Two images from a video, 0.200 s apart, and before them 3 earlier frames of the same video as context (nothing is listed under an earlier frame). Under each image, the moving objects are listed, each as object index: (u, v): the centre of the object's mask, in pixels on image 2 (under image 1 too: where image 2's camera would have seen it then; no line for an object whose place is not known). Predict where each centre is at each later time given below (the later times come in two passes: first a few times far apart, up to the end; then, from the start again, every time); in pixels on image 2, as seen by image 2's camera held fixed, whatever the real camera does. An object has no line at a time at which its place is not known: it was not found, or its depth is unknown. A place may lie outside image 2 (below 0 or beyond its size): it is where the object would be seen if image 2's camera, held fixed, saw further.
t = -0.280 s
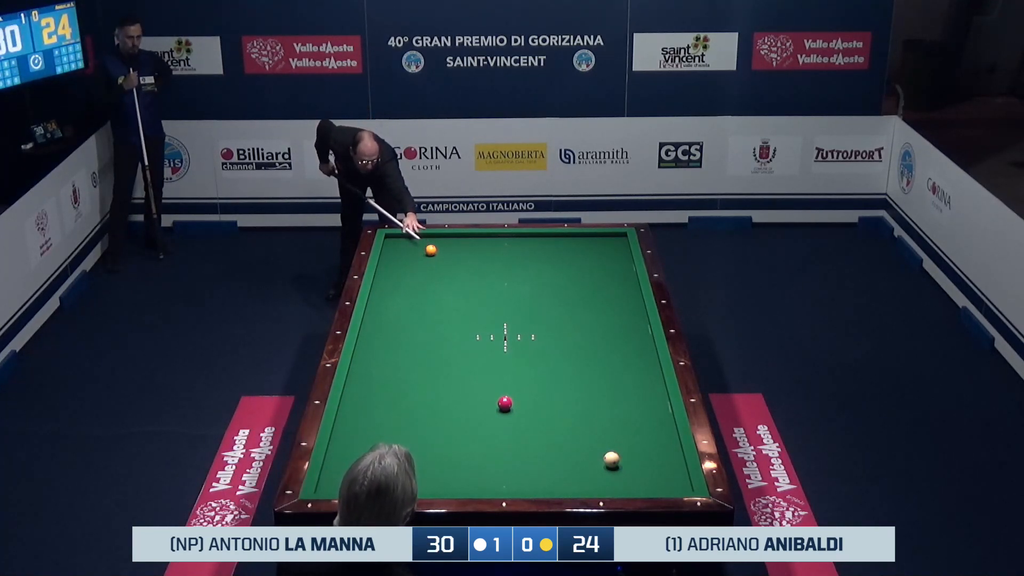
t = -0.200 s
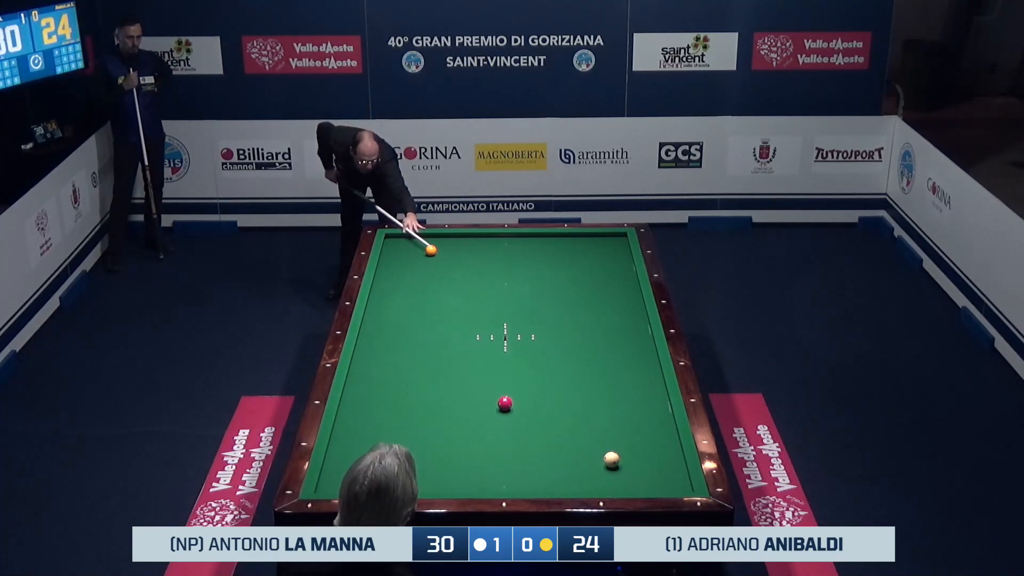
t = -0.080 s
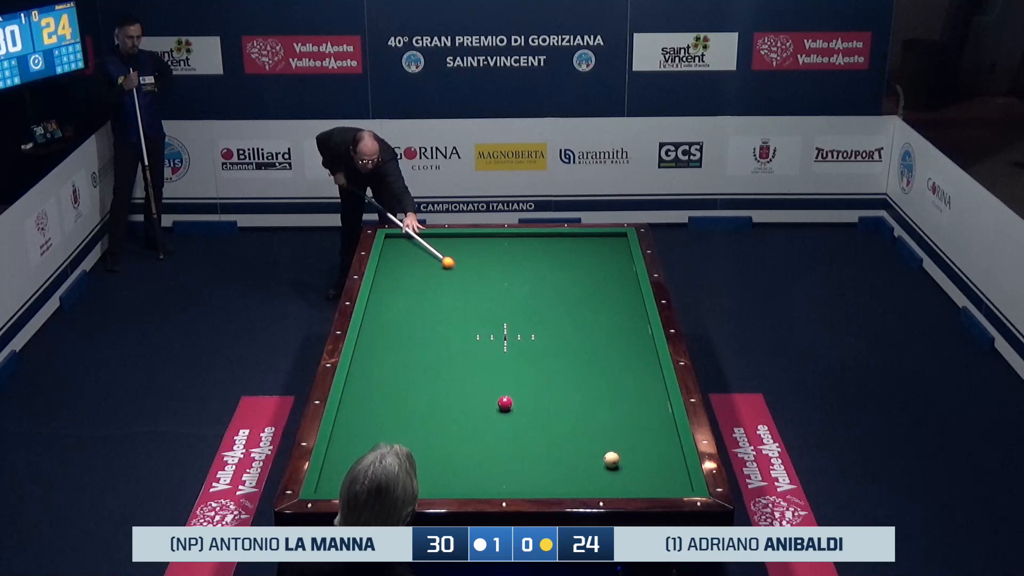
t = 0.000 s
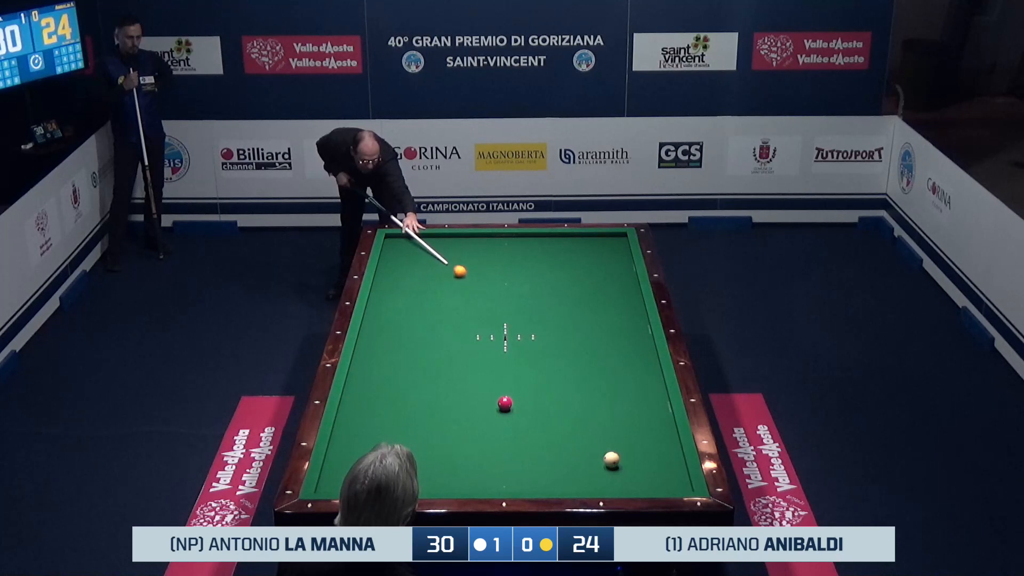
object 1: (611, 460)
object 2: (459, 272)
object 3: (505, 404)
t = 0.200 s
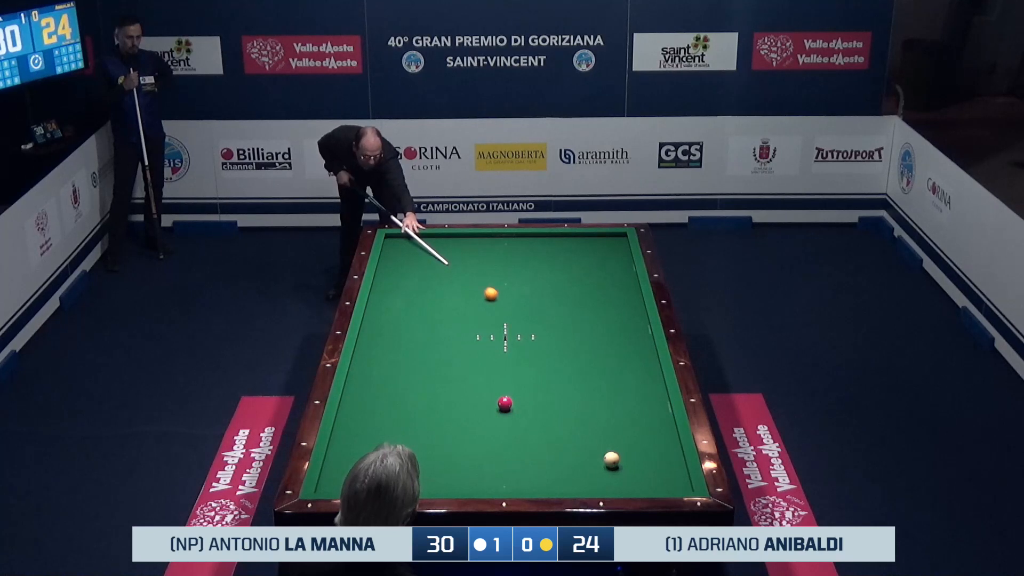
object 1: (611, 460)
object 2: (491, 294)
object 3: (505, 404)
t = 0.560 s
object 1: (611, 460)
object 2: (554, 340)
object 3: (505, 404)
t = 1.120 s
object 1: (611, 460)
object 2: (666, 428)
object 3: (505, 404)
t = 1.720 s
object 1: (609, 459)
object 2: (625, 465)
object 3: (505, 404)
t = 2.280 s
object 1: (569, 438)
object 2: (646, 442)
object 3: (505, 404)
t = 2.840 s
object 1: (535, 421)
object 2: (663, 422)
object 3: (505, 404)
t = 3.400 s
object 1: (510, 409)
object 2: (658, 408)
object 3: (500, 400)
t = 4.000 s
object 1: (500, 408)
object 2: (646, 394)
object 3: (488, 392)
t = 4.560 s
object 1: (494, 407)
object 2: (635, 384)
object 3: (478, 384)
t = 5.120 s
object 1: (490, 406)
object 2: (626, 375)
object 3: (469, 378)
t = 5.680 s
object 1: (489, 406)
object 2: (619, 368)
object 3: (462, 373)
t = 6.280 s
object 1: (489, 406)
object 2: (612, 361)
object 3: (456, 369)
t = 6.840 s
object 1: (489, 406)
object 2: (607, 357)
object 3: (453, 367)
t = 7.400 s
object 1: (489, 406)
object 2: (604, 354)
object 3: (450, 365)
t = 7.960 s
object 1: (489, 406)
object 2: (602, 352)
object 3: (449, 365)
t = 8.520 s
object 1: (489, 406)
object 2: (602, 351)
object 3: (449, 365)
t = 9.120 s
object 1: (489, 406)
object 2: (601, 351)
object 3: (449, 365)
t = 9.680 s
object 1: (489, 406)
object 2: (601, 351)
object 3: (449, 365)
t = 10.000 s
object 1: (489, 406)
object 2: (601, 351)
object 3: (449, 365)
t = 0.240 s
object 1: (611, 460)
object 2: (497, 299)
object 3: (505, 404)
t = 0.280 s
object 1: (611, 460)
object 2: (504, 304)
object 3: (505, 404)
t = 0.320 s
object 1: (611, 460)
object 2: (511, 309)
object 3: (505, 404)
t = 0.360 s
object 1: (611, 460)
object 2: (518, 314)
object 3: (505, 404)
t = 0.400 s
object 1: (611, 460)
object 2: (525, 319)
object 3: (505, 404)
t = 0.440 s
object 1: (611, 460)
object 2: (532, 324)
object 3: (505, 404)
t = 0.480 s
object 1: (611, 460)
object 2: (539, 329)
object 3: (505, 404)
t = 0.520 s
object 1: (611, 460)
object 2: (547, 335)
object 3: (505, 404)
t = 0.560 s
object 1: (611, 460)
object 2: (554, 340)
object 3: (505, 404)
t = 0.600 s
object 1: (611, 460)
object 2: (562, 346)
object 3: (505, 404)
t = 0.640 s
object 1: (611, 460)
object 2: (570, 352)
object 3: (505, 404)
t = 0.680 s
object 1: (611, 460)
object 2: (578, 357)
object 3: (505, 404)
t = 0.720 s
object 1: (611, 460)
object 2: (586, 363)
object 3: (505, 404)
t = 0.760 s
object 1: (611, 460)
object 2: (595, 369)
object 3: (505, 404)
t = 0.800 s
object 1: (611, 460)
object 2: (603, 375)
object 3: (505, 404)
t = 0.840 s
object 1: (611, 460)
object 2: (612, 382)
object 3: (505, 404)
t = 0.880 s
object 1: (611, 460)
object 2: (620, 388)
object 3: (505, 404)
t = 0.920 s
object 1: (611, 460)
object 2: (629, 395)
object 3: (505, 404)
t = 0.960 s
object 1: (611, 460)
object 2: (639, 401)
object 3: (505, 404)
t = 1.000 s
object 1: (611, 460)
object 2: (648, 408)
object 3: (505, 404)
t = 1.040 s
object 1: (611, 460)
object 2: (657, 415)
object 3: (505, 404)
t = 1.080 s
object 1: (611, 460)
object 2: (667, 422)
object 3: (505, 404)
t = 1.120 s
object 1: (611, 460)
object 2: (666, 428)
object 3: (505, 404)
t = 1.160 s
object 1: (611, 460)
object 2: (661, 434)
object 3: (505, 404)
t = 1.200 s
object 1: (611, 460)
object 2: (657, 440)
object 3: (505, 404)
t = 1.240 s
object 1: (611, 460)
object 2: (653, 447)
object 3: (505, 404)
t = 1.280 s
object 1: (611, 460)
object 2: (650, 453)
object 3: (505, 404)
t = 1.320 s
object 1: (611, 460)
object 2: (647, 459)
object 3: (505, 404)
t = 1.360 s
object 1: (611, 460)
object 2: (645, 466)
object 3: (505, 404)
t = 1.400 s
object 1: (611, 460)
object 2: (642, 473)
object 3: (505, 404)
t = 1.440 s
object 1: (611, 460)
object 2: (639, 479)
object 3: (505, 404)
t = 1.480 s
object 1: (611, 460)
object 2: (636, 484)
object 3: (505, 404)
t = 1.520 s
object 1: (611, 460)
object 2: (634, 485)
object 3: (505, 404)
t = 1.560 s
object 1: (611, 460)
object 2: (631, 482)
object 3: (505, 404)
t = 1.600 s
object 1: (611, 460)
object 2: (630, 477)
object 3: (505, 404)
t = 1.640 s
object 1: (611, 460)
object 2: (627, 472)
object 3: (505, 404)
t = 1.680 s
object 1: (611, 459)
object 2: (625, 468)
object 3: (505, 404)
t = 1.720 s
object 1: (609, 459)
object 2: (625, 465)
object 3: (505, 404)
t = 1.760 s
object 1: (605, 456)
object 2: (627, 463)
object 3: (505, 404)
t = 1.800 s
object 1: (602, 455)
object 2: (629, 462)
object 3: (505, 404)
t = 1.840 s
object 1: (599, 453)
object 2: (630, 460)
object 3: (505, 404)
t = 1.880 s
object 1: (596, 452)
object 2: (632, 458)
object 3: (505, 404)
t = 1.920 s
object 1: (593, 450)
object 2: (633, 457)
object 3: (505, 404)
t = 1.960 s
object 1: (590, 449)
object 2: (635, 455)
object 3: (505, 404)
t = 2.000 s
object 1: (588, 447)
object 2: (636, 453)
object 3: (505, 404)
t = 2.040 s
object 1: (585, 446)
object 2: (637, 451)
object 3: (505, 404)
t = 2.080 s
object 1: (582, 445)
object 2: (639, 450)
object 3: (505, 404)
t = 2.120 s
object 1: (580, 443)
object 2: (640, 448)
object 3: (505, 404)
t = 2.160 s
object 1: (577, 442)
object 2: (641, 447)
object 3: (505, 404)
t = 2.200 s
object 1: (574, 441)
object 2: (643, 445)
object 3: (505, 404)
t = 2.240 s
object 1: (572, 439)
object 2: (644, 444)
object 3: (505, 404)
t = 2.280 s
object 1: (569, 438)
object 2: (646, 442)
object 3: (505, 404)
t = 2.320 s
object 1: (567, 437)
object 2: (647, 441)
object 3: (505, 404)
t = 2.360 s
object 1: (564, 435)
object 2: (648, 440)
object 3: (505, 404)
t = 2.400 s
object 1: (562, 434)
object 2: (649, 437)
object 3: (505, 404)
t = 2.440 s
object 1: (559, 433)
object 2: (651, 436)
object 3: (505, 404)
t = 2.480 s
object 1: (557, 432)
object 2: (652, 435)
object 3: (505, 404)
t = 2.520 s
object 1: (554, 430)
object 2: (653, 433)
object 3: (505, 404)
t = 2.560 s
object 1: (552, 429)
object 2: (655, 432)
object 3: (505, 404)
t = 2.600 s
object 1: (549, 428)
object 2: (656, 431)
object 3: (505, 404)
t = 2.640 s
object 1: (547, 427)
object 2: (657, 429)
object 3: (505, 404)
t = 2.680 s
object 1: (545, 426)
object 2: (658, 427)
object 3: (505, 404)
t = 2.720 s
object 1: (542, 424)
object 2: (659, 427)
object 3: (505, 404)
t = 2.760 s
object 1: (540, 423)
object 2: (660, 425)
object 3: (505, 404)
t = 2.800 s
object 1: (538, 422)
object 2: (662, 423)
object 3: (505, 404)
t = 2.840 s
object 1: (535, 421)
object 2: (663, 422)
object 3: (505, 404)
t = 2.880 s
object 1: (533, 420)
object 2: (664, 421)
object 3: (505, 404)
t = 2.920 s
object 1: (531, 419)
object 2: (665, 420)
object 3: (505, 404)
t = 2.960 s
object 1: (528, 417)
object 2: (666, 418)
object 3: (505, 404)
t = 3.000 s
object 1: (526, 416)
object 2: (667, 417)
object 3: (505, 404)
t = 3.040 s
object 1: (524, 415)
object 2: (666, 416)
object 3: (505, 404)
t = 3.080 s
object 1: (522, 414)
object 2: (665, 415)
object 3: (505, 404)
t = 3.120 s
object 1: (520, 413)
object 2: (664, 414)
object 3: (505, 404)
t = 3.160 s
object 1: (518, 412)
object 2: (663, 413)
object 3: (505, 404)
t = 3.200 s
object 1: (516, 411)
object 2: (662, 412)
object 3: (504, 403)
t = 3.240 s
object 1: (513, 410)
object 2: (662, 411)
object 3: (504, 403)
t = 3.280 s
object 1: (512, 410)
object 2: (660, 410)
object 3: (503, 402)
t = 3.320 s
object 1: (511, 410)
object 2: (660, 409)
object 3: (502, 401)
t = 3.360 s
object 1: (510, 409)
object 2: (659, 409)
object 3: (501, 401)
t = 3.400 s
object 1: (510, 409)
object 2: (658, 408)
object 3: (500, 400)
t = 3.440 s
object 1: (509, 409)
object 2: (657, 407)
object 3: (500, 400)
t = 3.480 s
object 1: (508, 409)
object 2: (656, 406)
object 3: (499, 399)
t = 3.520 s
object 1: (507, 409)
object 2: (655, 405)
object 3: (498, 399)
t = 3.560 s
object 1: (507, 409)
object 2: (655, 404)
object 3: (497, 398)
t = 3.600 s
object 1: (506, 409)
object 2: (653, 403)
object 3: (496, 398)
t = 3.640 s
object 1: (505, 409)
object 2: (653, 402)
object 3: (495, 397)
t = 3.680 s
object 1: (505, 409)
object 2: (652, 401)
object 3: (495, 396)
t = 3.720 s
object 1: (504, 409)
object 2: (651, 400)
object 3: (494, 396)
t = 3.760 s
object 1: (503, 408)
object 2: (650, 399)
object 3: (493, 395)
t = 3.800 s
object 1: (503, 408)
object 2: (649, 399)
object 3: (492, 395)
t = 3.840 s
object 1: (502, 408)
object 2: (649, 398)
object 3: (491, 394)
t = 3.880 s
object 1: (501, 408)
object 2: (648, 397)
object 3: (491, 393)
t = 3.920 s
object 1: (501, 408)
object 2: (647, 396)
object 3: (490, 393)
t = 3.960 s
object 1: (500, 408)
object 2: (646, 395)
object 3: (489, 392)
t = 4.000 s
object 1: (500, 408)
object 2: (646, 394)
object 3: (488, 392)
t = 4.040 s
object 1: (499, 408)
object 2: (645, 394)
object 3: (487, 391)
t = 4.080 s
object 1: (499, 408)
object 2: (644, 393)
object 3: (487, 391)
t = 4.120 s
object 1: (498, 408)
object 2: (643, 392)
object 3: (486, 390)
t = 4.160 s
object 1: (498, 408)
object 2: (642, 391)
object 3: (485, 389)
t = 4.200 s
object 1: (497, 407)
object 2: (642, 390)
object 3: (484, 389)
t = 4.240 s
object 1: (497, 407)
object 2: (641, 390)
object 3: (483, 388)
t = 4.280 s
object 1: (496, 407)
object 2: (640, 389)
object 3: (483, 388)
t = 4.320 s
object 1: (496, 407)
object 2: (639, 388)
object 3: (482, 387)
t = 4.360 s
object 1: (496, 407)
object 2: (639, 388)
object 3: (481, 387)
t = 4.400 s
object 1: (495, 407)
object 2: (638, 387)
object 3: (481, 386)
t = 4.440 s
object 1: (495, 407)
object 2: (637, 386)
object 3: (480, 385)
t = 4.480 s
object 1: (494, 407)
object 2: (636, 385)
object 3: (479, 385)
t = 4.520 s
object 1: (494, 407)
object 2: (636, 385)
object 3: (478, 384)
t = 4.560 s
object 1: (494, 407)
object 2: (635, 384)
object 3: (478, 384)
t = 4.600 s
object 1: (493, 407)
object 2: (634, 384)
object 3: (477, 383)
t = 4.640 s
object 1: (493, 407)
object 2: (634, 383)
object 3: (476, 383)
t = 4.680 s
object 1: (493, 407)
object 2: (633, 382)
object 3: (476, 382)
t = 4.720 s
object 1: (493, 407)
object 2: (632, 381)
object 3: (475, 382)
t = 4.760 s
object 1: (492, 407)
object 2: (632, 381)
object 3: (475, 381)
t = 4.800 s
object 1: (492, 407)
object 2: (631, 380)
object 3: (474, 381)
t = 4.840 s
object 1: (492, 407)
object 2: (631, 379)
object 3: (473, 381)
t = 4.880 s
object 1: (491, 407)
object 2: (630, 379)
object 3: (472, 380)
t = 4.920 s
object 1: (491, 406)
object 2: (629, 378)
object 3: (472, 380)
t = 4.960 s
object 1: (491, 406)
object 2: (629, 377)
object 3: (471, 379)
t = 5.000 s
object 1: (491, 406)
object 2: (628, 377)
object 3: (470, 379)
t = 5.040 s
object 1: (491, 406)
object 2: (627, 376)
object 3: (470, 378)
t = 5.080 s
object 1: (491, 406)
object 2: (627, 376)
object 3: (469, 378)
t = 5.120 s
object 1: (490, 406)
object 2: (626, 375)
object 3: (469, 378)
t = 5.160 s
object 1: (490, 406)
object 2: (625, 375)
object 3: (468, 377)
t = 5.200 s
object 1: (490, 406)
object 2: (625, 374)
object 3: (468, 377)
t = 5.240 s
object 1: (490, 406)
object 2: (624, 373)
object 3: (467, 376)
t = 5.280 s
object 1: (490, 406)
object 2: (624, 373)
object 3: (467, 376)
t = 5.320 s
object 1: (490, 406)
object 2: (623, 372)
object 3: (466, 376)
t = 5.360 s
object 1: (490, 406)
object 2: (622, 372)
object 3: (466, 375)
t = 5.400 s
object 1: (489, 406)
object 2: (622, 371)
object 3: (465, 375)
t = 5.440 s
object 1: (489, 406)
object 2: (621, 371)
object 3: (465, 375)
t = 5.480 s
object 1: (489, 406)
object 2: (621, 370)
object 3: (464, 374)
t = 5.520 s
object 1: (489, 406)
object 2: (620, 370)
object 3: (464, 374)
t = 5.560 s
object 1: (489, 406)
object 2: (620, 369)
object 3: (463, 374)
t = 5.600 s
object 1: (489, 406)
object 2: (620, 369)
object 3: (463, 374)
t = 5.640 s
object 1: (489, 406)
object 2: (619, 368)
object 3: (462, 373)
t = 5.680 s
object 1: (489, 406)
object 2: (619, 368)
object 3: (462, 373)
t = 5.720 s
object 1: (489, 406)
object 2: (618, 367)
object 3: (461, 372)
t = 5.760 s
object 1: (489, 406)
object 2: (617, 367)
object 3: (461, 372)
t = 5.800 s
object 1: (489, 406)
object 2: (617, 366)
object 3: (461, 372)
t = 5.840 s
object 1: (489, 406)
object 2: (616, 366)
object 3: (460, 372)
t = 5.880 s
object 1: (489, 406)
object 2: (616, 366)
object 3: (460, 371)
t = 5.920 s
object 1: (489, 406)
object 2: (616, 365)
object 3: (459, 371)
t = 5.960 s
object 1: (489, 406)
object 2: (615, 365)
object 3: (459, 371)
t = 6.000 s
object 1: (489, 406)
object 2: (615, 364)
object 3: (459, 371)
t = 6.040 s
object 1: (489, 406)
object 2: (614, 364)
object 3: (458, 370)
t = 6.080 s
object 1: (489, 406)
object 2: (614, 363)
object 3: (458, 370)
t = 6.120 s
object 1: (489, 406)
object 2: (613, 363)
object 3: (458, 370)
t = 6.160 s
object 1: (489, 406)
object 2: (613, 363)
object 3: (457, 370)
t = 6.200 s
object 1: (489, 406)
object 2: (613, 362)
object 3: (457, 369)
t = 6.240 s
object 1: (489, 406)
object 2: (612, 362)
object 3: (457, 369)
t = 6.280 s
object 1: (489, 406)
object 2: (612, 361)
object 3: (456, 369)
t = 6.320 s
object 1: (489, 406)
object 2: (612, 361)
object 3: (456, 369)
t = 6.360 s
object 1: (489, 406)
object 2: (611, 361)
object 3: (456, 369)
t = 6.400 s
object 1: (489, 406)
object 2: (611, 361)
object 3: (456, 368)
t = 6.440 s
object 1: (489, 406)
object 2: (611, 360)
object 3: (455, 368)
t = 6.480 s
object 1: (489, 406)
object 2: (610, 360)
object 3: (455, 368)
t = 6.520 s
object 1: (489, 406)
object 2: (610, 360)
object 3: (455, 368)
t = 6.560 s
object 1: (489, 406)
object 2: (610, 359)
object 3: (455, 368)
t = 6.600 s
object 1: (489, 406)
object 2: (609, 359)
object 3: (454, 367)
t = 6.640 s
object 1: (489, 406)
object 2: (609, 358)
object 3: (454, 367)
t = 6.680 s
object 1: (489, 406)
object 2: (609, 358)
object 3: (454, 367)
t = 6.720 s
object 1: (489, 406)
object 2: (608, 358)
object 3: (453, 367)
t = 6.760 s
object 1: (489, 406)
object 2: (608, 358)
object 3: (453, 367)
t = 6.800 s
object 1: (489, 406)
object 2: (608, 357)
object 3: (453, 367)
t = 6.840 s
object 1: (489, 406)
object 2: (607, 357)
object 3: (453, 367)
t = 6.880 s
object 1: (489, 406)
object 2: (607, 357)
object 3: (452, 366)
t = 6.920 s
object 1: (489, 406)
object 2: (607, 356)
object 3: (452, 366)
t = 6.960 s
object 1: (489, 406)
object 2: (607, 356)
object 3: (452, 366)
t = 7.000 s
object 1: (489, 406)
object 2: (606, 356)
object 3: (452, 366)
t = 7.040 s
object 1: (489, 406)
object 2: (606, 356)
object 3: (452, 366)
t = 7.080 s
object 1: (489, 406)
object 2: (606, 356)
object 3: (451, 366)
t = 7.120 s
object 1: (489, 406)
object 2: (606, 355)
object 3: (451, 366)
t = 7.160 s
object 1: (489, 406)
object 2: (605, 355)
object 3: (451, 366)
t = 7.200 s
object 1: (489, 406)
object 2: (605, 355)
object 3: (451, 366)
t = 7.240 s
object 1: (489, 406)
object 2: (605, 355)
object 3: (451, 366)
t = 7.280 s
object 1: (489, 406)
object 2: (605, 354)
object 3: (451, 366)
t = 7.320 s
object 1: (489, 406)
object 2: (604, 354)
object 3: (451, 366)
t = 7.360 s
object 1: (489, 406)
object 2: (604, 354)
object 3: (450, 365)
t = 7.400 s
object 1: (489, 406)
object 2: (604, 354)
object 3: (450, 365)
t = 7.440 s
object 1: (489, 406)
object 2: (604, 354)
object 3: (450, 365)
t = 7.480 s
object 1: (489, 406)
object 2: (604, 353)
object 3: (450, 365)
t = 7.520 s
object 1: (489, 406)
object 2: (604, 353)
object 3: (450, 365)
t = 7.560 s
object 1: (489, 406)
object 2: (603, 353)
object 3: (450, 365)
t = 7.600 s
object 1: (489, 406)
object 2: (603, 353)
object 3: (450, 365)
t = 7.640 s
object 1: (489, 406)
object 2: (603, 353)
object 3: (450, 365)
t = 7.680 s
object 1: (489, 406)
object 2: (603, 353)
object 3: (450, 365)
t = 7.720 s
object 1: (489, 406)
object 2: (603, 352)
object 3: (450, 365)
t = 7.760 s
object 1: (489, 406)
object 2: (603, 352)
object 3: (450, 365)
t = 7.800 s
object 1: (489, 406)
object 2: (603, 352)
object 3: (449, 365)
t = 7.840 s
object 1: (489, 406)
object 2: (603, 352)
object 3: (449, 365)
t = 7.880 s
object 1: (489, 406)
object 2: (603, 352)
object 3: (449, 365)
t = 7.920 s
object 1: (489, 406)
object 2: (603, 352)
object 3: (449, 365)
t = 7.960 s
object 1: (489, 406)
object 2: (602, 352)
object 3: (449, 365)
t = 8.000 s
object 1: (489, 406)
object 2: (602, 352)
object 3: (449, 365)
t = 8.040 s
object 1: (489, 406)
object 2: (602, 352)
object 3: (449, 365)
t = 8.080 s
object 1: (489, 406)
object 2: (602, 352)
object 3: (449, 365)
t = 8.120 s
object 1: (489, 406)
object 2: (602, 351)
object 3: (449, 365)
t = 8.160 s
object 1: (489, 406)
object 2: (602, 351)
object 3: (449, 365)
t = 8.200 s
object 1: (489, 406)
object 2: (602, 351)
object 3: (449, 365)
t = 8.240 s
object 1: (489, 406)
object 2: (602, 351)
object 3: (449, 365)
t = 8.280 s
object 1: (489, 406)
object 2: (602, 351)
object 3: (449, 365)
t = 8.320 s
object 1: (489, 406)
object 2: (602, 351)
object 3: (449, 365)
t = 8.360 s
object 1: (489, 406)
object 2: (602, 351)
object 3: (449, 365)
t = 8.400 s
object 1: (489, 406)
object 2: (602, 351)
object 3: (449, 365)
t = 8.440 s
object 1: (489, 406)
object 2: (602, 351)
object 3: (449, 365)
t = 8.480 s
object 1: (489, 406)
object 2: (602, 351)
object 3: (449, 365)
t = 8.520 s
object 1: (489, 406)
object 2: (602, 351)
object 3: (449, 365)
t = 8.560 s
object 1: (489, 406)
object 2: (601, 351)
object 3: (449, 365)
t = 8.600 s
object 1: (489, 406)
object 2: (601, 351)
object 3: (449, 365)
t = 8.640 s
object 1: (489, 406)
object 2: (601, 351)
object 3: (449, 365)
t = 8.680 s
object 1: (489, 406)
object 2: (601, 351)
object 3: (449, 365)
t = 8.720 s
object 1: (489, 406)
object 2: (601, 351)
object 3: (449, 365)
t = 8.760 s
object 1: (489, 406)
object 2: (601, 351)
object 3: (449, 365)
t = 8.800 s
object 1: (489, 406)
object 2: (601, 351)
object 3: (449, 365)
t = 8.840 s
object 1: (489, 406)
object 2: (601, 351)
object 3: (449, 365)
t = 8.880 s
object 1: (489, 406)
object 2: (601, 351)
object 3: (449, 365)
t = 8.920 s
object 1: (489, 406)
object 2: (601, 351)
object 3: (449, 365)
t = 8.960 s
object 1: (489, 406)
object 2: (601, 351)
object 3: (449, 365)
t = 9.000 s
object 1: (489, 406)
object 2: (601, 351)
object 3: (449, 365)
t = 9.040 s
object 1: (489, 406)
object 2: (601, 351)
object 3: (449, 365)
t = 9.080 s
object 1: (489, 406)
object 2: (601, 351)
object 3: (449, 365)
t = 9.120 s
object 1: (489, 406)
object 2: (601, 351)
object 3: (449, 365)
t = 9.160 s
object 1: (489, 406)
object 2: (601, 351)
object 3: (449, 365)
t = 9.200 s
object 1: (489, 406)
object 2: (601, 351)
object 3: (449, 365)
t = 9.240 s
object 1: (489, 406)
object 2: (601, 351)
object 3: (449, 365)
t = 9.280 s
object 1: (489, 406)
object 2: (601, 351)
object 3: (449, 365)
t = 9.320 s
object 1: (489, 406)
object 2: (601, 351)
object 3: (449, 365)
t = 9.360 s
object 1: (489, 406)
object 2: (601, 351)
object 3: (449, 365)
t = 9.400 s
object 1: (489, 406)
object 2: (601, 351)
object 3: (449, 365)
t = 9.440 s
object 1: (489, 406)
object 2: (601, 351)
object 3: (449, 365)
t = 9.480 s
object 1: (489, 406)
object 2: (601, 351)
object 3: (449, 365)
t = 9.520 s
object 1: (489, 406)
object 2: (601, 351)
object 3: (449, 365)
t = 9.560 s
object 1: (489, 406)
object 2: (601, 351)
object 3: (449, 365)
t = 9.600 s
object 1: (489, 406)
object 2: (601, 351)
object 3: (449, 365)
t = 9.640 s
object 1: (489, 406)
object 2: (601, 351)
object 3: (449, 365)
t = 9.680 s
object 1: (489, 406)
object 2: (601, 351)
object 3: (449, 365)
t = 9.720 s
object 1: (489, 406)
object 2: (601, 351)
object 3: (449, 365)
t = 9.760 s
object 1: (489, 406)
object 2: (601, 351)
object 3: (449, 365)
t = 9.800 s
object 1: (489, 406)
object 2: (601, 351)
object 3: (449, 365)
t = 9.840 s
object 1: (489, 406)
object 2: (601, 351)
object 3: (449, 365)
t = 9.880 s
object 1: (489, 406)
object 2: (601, 351)
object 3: (449, 365)
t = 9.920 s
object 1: (489, 406)
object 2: (601, 351)
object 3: (449, 365)
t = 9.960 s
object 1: (489, 406)
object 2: (601, 351)
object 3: (449, 365)
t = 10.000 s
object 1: (489, 406)
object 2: (601, 351)
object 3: (449, 365)
